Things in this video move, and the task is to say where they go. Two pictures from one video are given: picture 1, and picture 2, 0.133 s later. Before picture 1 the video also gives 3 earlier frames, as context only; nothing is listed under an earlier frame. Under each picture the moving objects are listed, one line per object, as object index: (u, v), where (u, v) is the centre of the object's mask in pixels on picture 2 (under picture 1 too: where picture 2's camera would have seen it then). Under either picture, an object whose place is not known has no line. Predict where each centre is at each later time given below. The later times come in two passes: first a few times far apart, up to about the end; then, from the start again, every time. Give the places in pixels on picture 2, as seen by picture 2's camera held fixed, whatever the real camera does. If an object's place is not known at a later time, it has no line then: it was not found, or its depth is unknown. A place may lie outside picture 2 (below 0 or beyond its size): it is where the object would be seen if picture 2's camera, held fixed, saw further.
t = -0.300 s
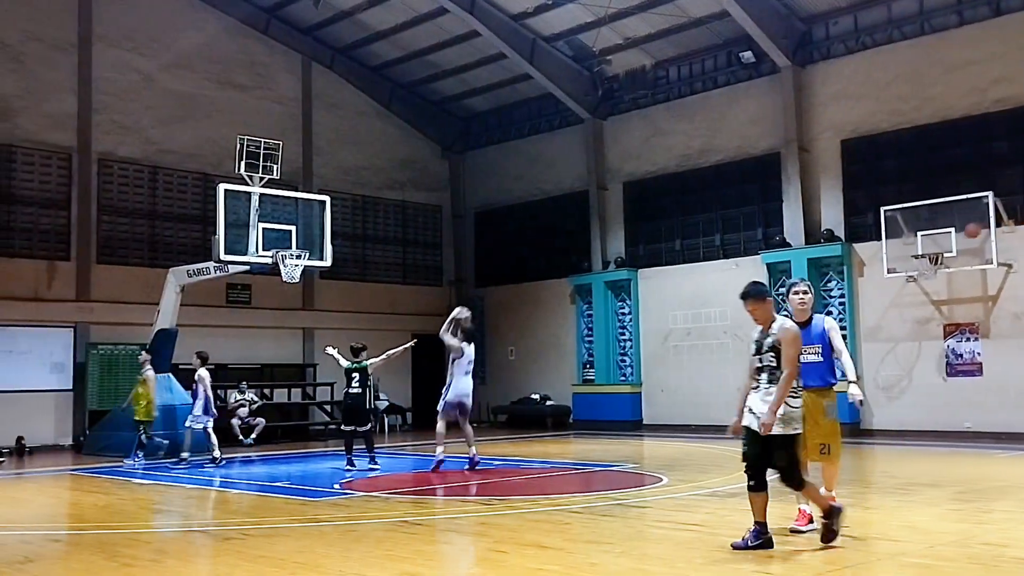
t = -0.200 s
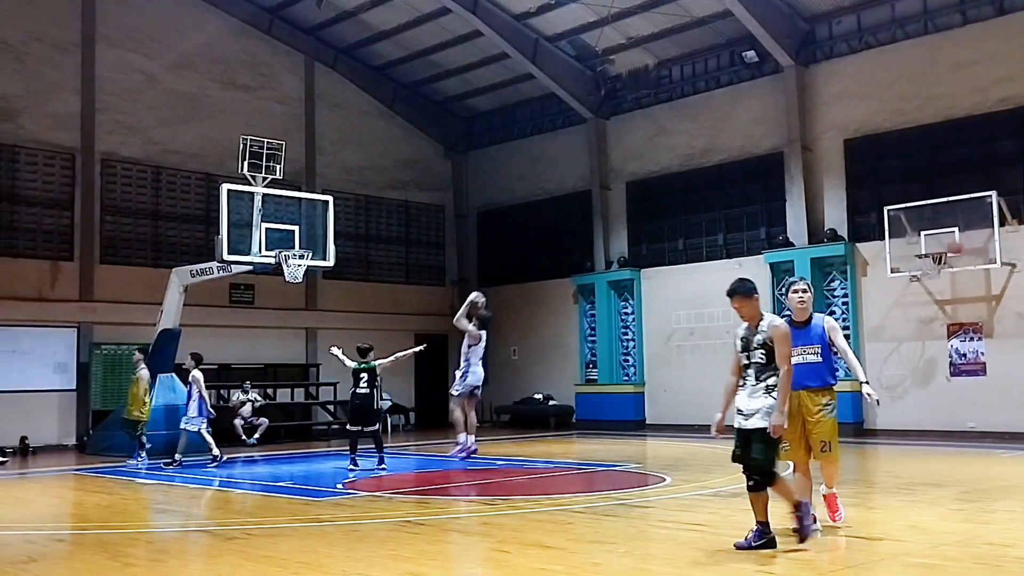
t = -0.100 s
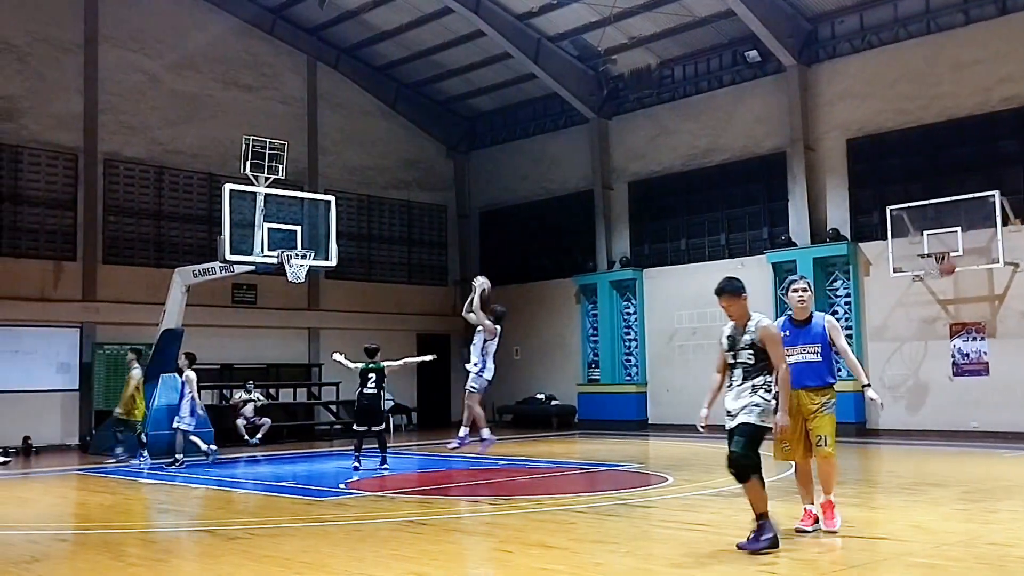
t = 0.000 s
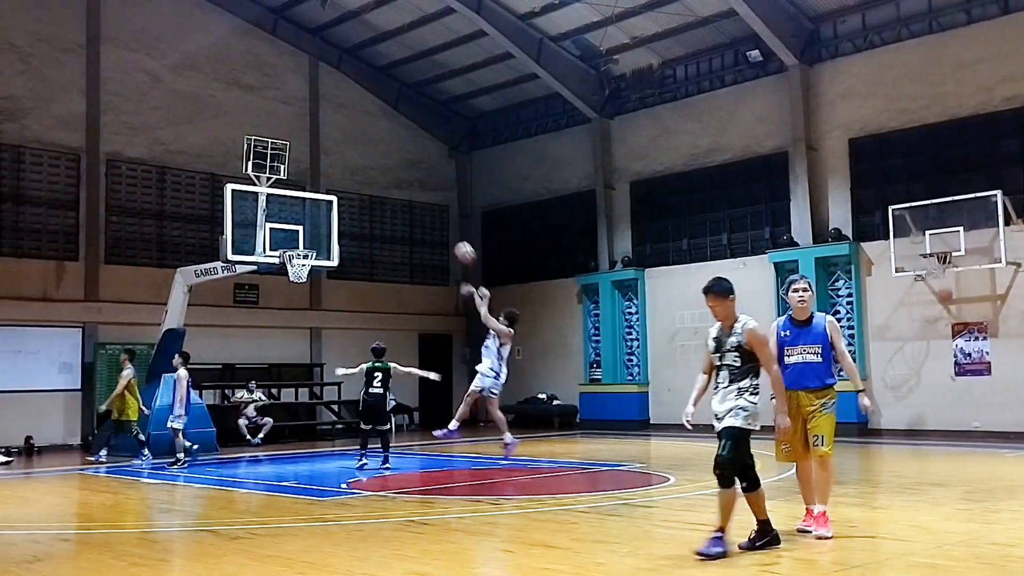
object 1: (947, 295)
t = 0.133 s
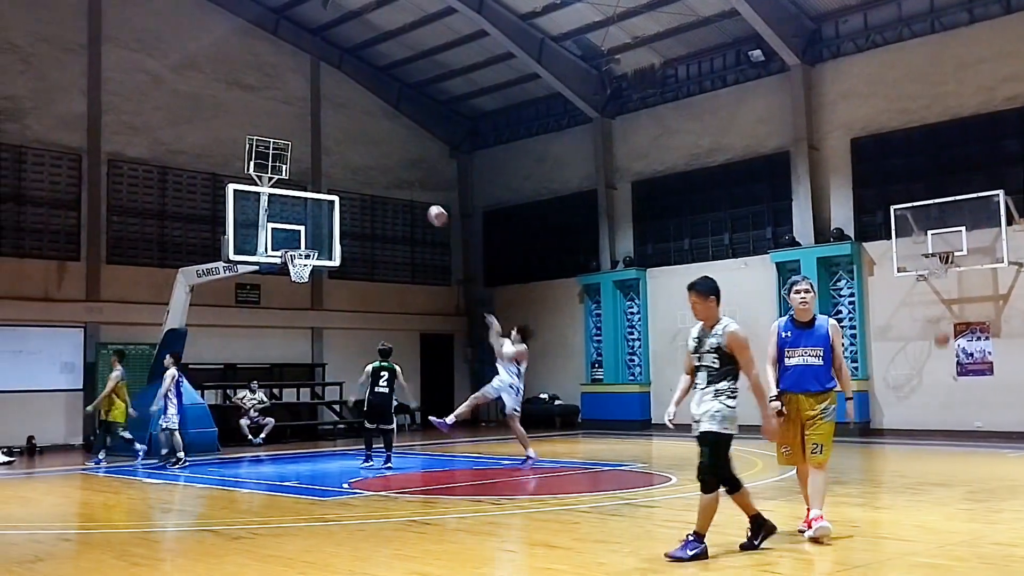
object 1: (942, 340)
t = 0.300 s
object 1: (936, 410)
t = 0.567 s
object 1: (936, 384)
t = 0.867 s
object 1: (941, 354)
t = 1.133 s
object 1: (949, 374)
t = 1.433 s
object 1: (959, 433)
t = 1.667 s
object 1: (962, 396)
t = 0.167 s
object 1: (940, 353)
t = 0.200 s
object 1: (939, 367)
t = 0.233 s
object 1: (938, 380)
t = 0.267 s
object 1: (937, 395)
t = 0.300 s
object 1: (936, 410)
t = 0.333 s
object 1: (936, 427)
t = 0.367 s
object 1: (935, 434)
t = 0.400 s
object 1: (934, 425)
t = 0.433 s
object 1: (935, 415)
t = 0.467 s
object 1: (935, 406)
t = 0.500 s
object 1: (935, 398)
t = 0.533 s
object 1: (935, 391)
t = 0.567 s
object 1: (936, 384)
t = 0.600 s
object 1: (936, 378)
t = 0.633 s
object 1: (936, 373)
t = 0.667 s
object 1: (937, 368)
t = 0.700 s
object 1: (938, 364)
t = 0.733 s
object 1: (938, 360)
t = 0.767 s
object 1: (939, 358)
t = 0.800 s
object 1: (939, 356)
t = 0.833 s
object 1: (940, 355)
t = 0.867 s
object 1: (941, 354)
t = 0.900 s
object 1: (941, 354)
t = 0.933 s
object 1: (943, 355)
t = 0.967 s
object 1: (943, 356)
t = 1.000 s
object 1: (944, 358)
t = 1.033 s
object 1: (945, 361)
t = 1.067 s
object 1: (946, 364)
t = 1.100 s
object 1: (947, 369)
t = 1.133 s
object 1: (949, 374)
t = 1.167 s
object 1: (950, 380)
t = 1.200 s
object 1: (951, 385)
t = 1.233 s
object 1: (952, 393)
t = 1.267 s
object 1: (953, 401)
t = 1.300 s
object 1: (955, 410)
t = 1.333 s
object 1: (956, 419)
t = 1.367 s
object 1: (958, 428)
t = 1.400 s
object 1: (959, 439)
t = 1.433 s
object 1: (959, 433)
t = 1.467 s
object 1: (959, 426)
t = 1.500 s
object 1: (960, 418)
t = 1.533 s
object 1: (960, 412)
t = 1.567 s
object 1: (961, 407)
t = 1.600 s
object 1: (961, 403)
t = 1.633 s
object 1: (961, 399)
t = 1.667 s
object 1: (962, 396)
